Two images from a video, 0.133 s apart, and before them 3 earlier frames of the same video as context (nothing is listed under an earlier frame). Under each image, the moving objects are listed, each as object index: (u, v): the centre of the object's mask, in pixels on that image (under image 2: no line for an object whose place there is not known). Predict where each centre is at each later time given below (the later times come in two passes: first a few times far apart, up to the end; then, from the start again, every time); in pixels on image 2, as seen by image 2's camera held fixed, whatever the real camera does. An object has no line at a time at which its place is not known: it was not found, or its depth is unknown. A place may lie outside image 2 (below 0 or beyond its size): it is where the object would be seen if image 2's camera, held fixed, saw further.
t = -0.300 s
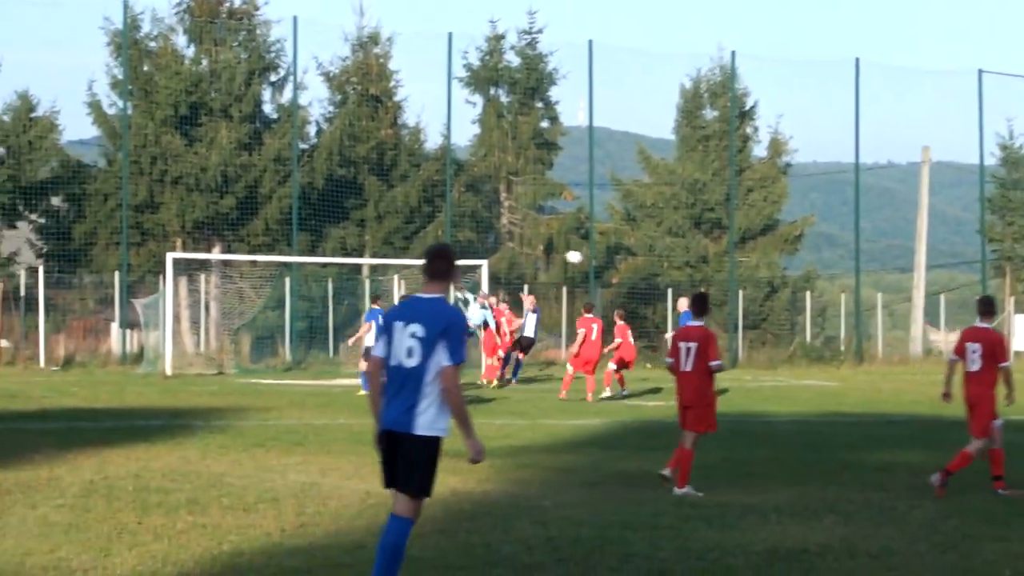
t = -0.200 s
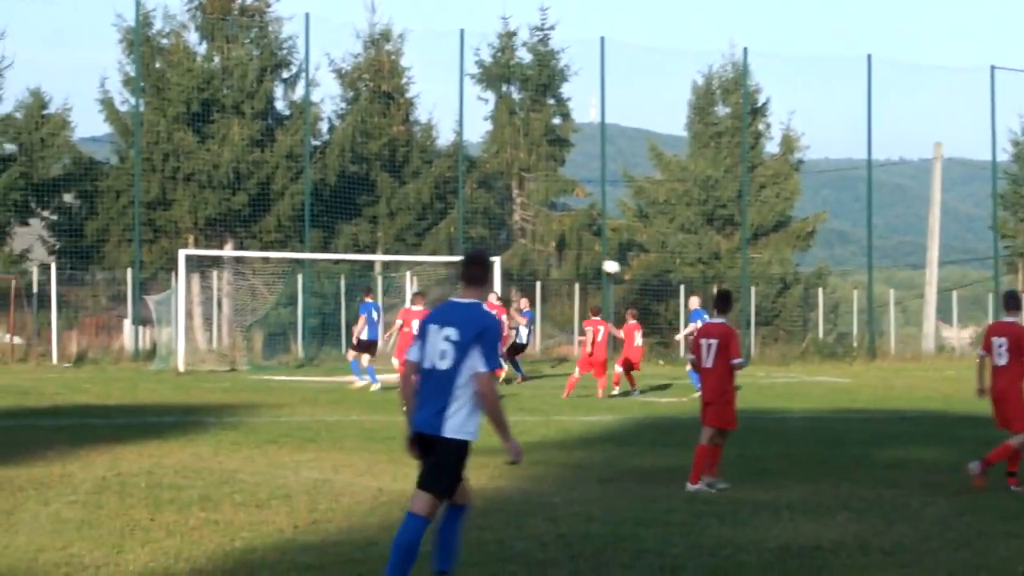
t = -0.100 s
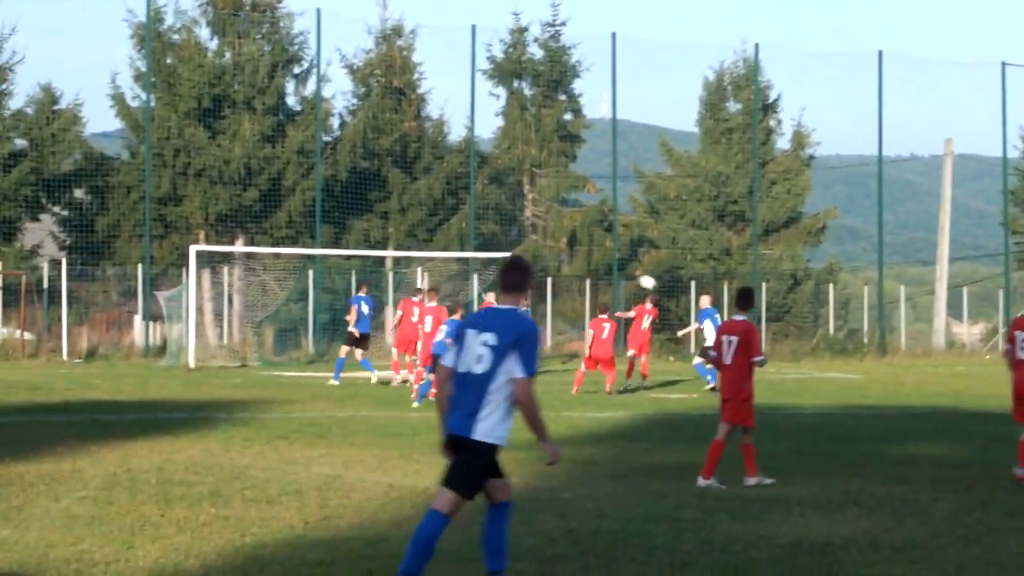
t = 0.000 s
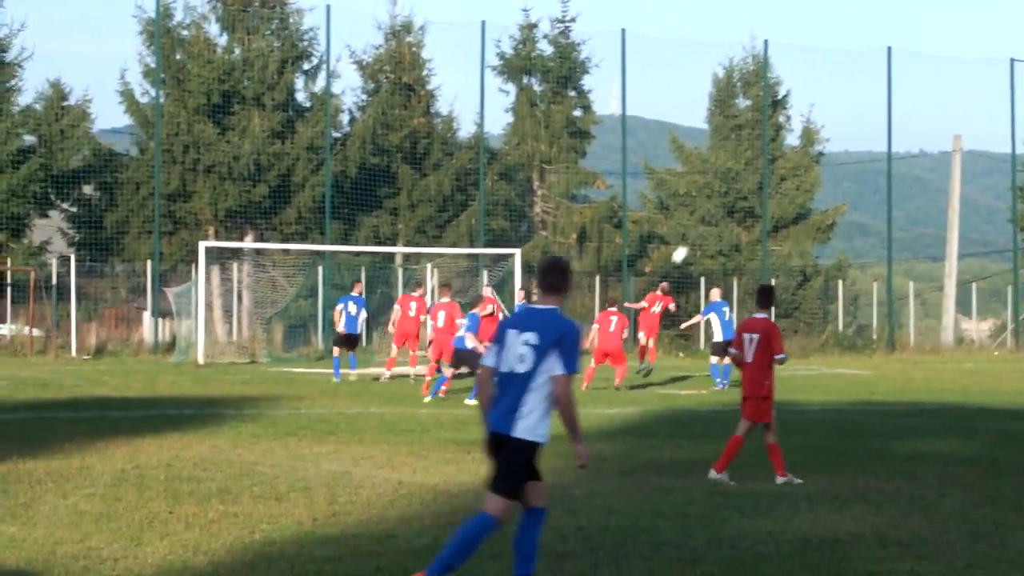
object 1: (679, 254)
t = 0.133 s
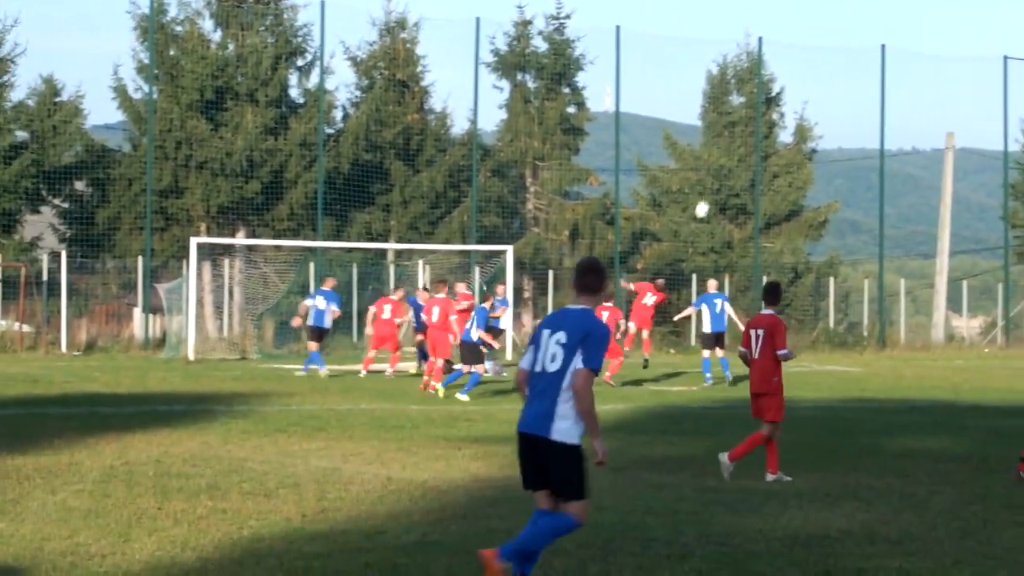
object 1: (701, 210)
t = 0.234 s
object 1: (725, 184)
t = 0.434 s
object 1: (771, 151)
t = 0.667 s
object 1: (828, 141)
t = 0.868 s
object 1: (880, 159)
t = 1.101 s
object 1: (942, 216)
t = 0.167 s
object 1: (709, 201)
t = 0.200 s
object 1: (717, 192)
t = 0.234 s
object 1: (725, 184)
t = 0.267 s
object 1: (732, 177)
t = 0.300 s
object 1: (740, 170)
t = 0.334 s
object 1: (748, 164)
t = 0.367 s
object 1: (756, 159)
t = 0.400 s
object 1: (764, 155)
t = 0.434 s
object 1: (771, 151)
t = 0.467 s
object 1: (780, 147)
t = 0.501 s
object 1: (788, 144)
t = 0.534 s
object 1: (796, 143)
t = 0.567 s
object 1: (803, 142)
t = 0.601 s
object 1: (812, 141)
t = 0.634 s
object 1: (820, 141)
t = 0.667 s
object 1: (828, 141)
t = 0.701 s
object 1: (837, 142)
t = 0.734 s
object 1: (846, 144)
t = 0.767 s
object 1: (854, 147)
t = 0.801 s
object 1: (863, 150)
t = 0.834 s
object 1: (871, 154)
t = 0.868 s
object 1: (880, 159)
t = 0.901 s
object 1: (889, 165)
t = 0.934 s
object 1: (898, 171)
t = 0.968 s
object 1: (906, 178)
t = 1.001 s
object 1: (915, 186)
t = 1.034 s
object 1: (924, 196)
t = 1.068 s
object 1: (933, 205)
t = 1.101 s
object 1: (942, 216)
